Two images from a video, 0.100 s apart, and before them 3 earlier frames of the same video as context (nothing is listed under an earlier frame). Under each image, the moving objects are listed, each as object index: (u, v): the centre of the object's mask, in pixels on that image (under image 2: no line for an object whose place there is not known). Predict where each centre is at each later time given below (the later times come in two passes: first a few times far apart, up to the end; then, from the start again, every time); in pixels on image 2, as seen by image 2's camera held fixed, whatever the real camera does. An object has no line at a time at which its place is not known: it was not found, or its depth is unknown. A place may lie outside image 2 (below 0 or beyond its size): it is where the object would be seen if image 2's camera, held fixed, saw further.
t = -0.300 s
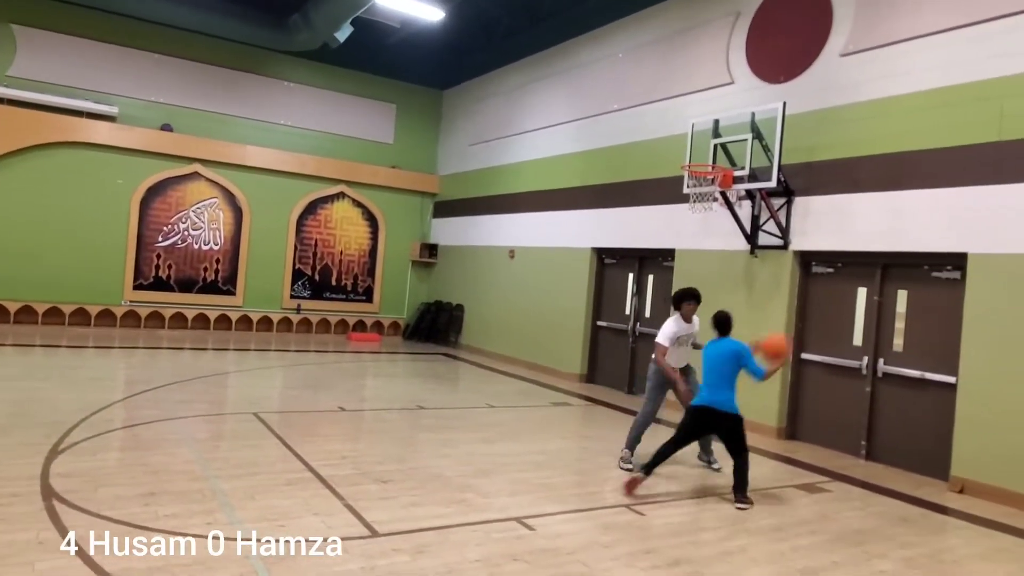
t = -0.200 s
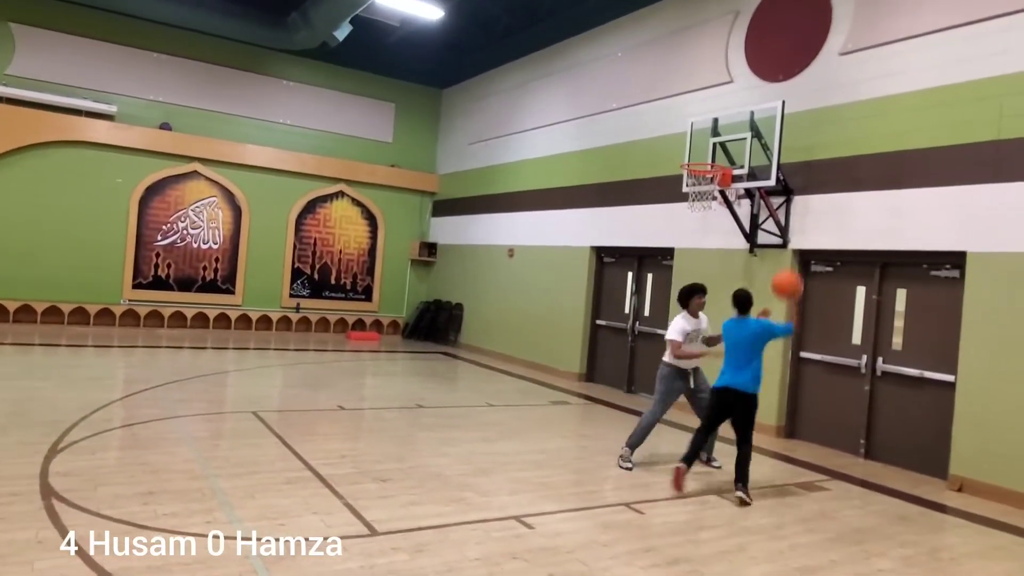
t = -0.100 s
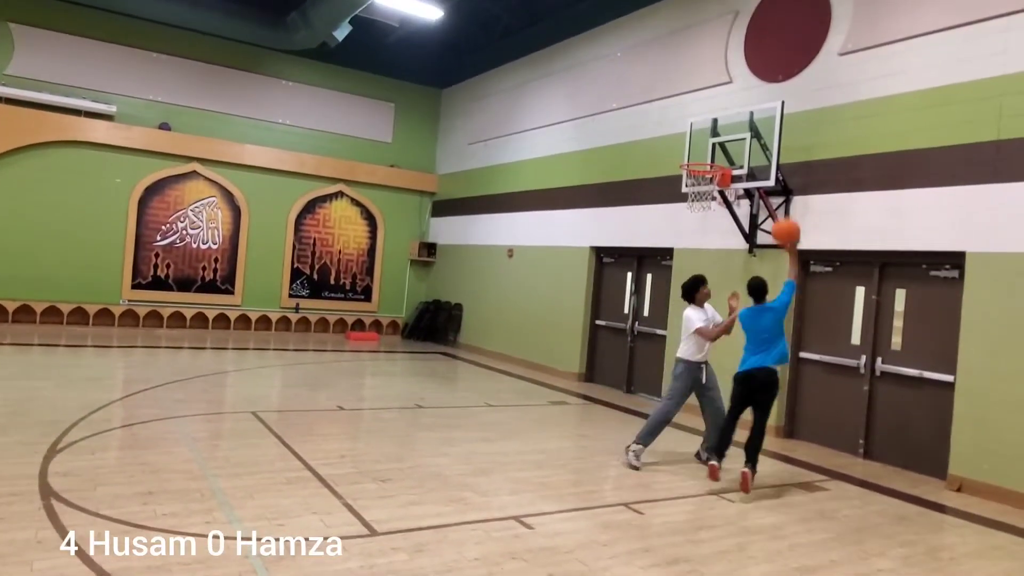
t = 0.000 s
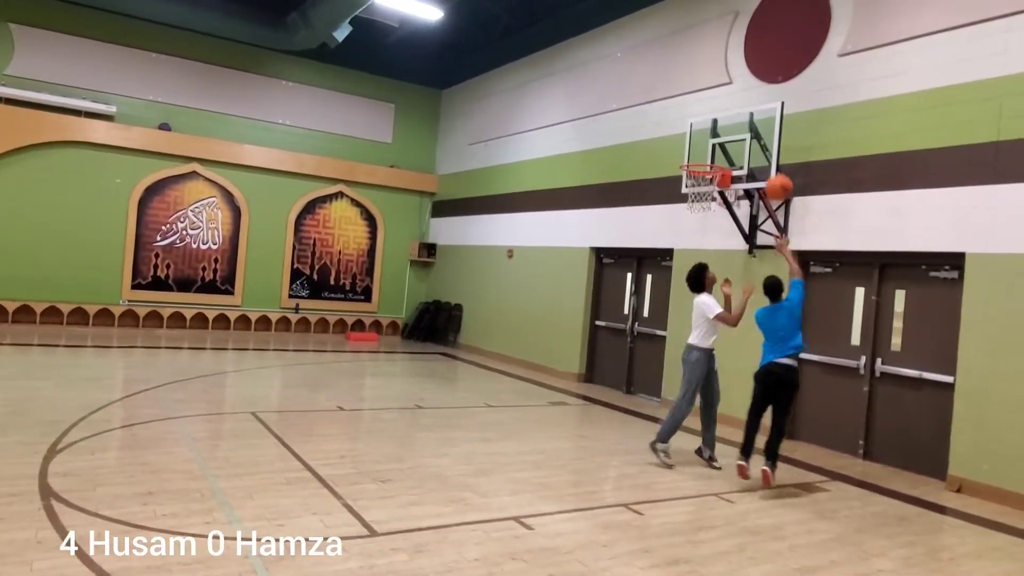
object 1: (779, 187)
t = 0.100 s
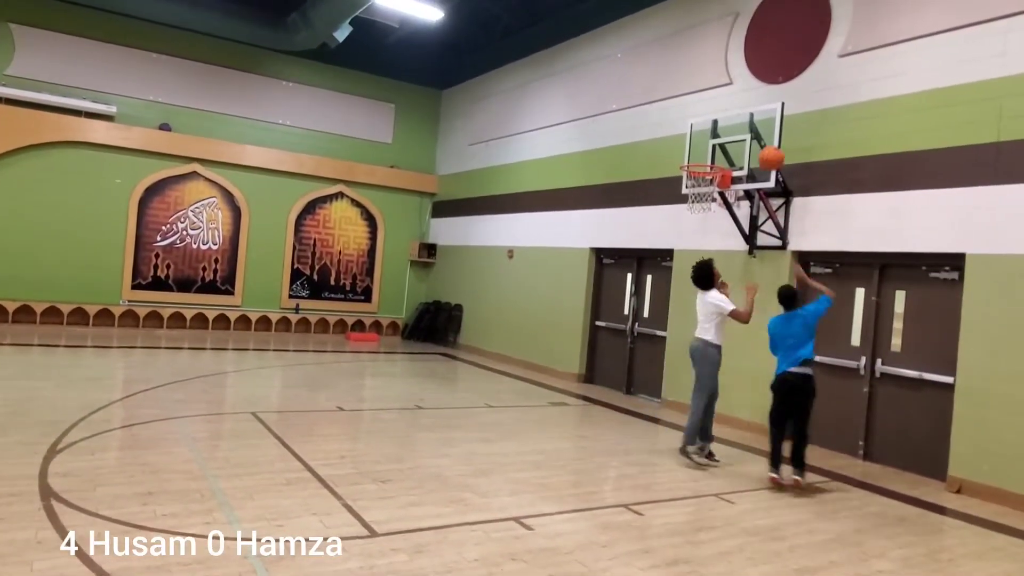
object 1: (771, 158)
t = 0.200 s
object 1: (763, 141)
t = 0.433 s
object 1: (733, 139)
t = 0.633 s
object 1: (696, 160)
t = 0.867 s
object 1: (704, 175)
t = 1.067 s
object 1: (715, 197)
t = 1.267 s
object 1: (707, 231)
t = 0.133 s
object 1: (768, 151)
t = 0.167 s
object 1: (765, 146)
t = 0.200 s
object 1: (763, 141)
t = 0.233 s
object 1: (761, 138)
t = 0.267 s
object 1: (758, 136)
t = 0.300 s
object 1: (755, 135)
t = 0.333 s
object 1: (753, 135)
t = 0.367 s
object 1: (749, 136)
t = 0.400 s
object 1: (741, 137)
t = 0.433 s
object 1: (733, 139)
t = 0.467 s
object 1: (725, 142)
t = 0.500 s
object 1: (717, 145)
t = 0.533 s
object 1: (709, 150)
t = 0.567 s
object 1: (702, 155)
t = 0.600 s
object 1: (696, 159)
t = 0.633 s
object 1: (696, 160)
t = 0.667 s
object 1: (696, 161)
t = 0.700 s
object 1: (696, 165)
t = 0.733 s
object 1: (695, 168)
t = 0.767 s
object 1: (697, 170)
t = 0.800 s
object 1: (700, 171)
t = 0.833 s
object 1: (702, 174)
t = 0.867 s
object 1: (704, 175)
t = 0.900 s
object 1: (706, 179)
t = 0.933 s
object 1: (713, 184)
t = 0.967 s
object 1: (714, 189)
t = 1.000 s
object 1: (715, 192)
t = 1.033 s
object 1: (715, 194)
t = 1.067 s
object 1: (715, 197)
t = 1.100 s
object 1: (714, 202)
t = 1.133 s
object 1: (712, 205)
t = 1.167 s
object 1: (711, 210)
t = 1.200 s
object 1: (710, 217)
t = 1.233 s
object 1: (709, 224)
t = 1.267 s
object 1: (707, 231)
